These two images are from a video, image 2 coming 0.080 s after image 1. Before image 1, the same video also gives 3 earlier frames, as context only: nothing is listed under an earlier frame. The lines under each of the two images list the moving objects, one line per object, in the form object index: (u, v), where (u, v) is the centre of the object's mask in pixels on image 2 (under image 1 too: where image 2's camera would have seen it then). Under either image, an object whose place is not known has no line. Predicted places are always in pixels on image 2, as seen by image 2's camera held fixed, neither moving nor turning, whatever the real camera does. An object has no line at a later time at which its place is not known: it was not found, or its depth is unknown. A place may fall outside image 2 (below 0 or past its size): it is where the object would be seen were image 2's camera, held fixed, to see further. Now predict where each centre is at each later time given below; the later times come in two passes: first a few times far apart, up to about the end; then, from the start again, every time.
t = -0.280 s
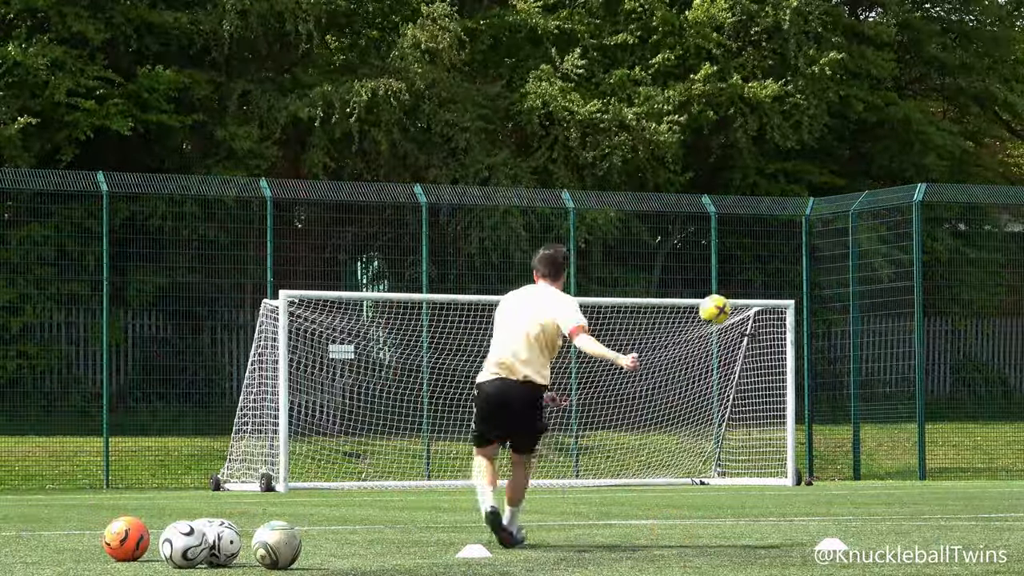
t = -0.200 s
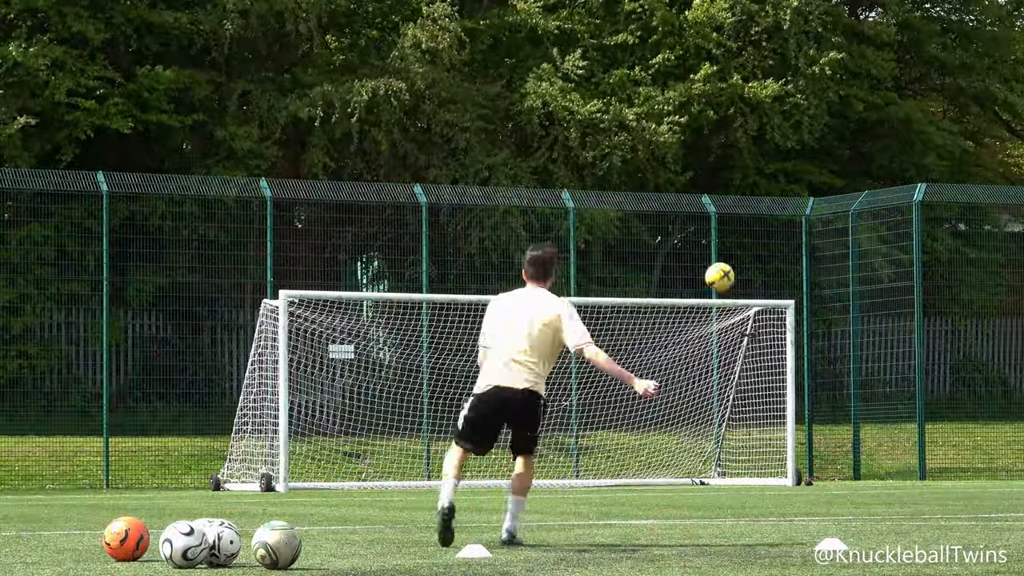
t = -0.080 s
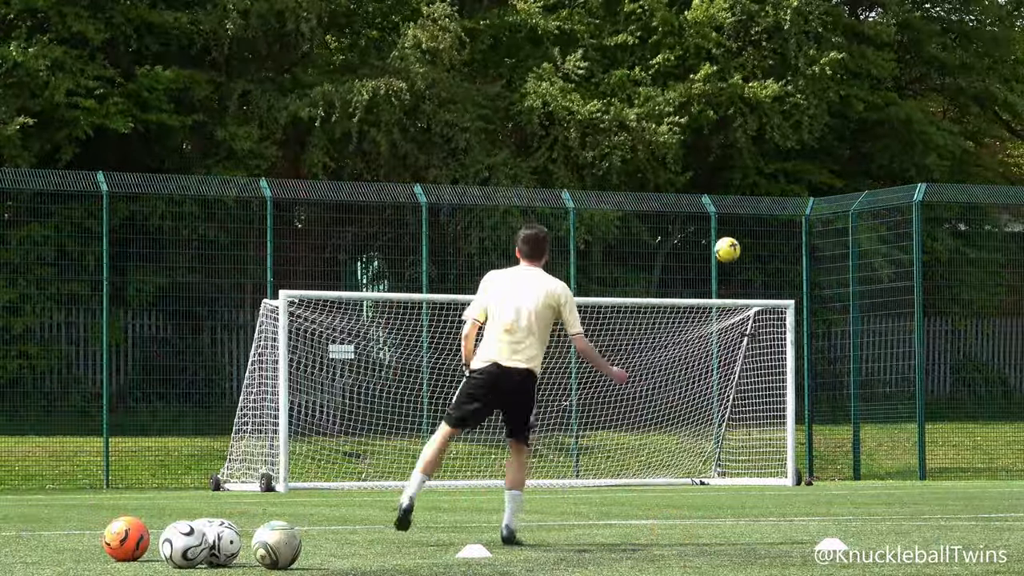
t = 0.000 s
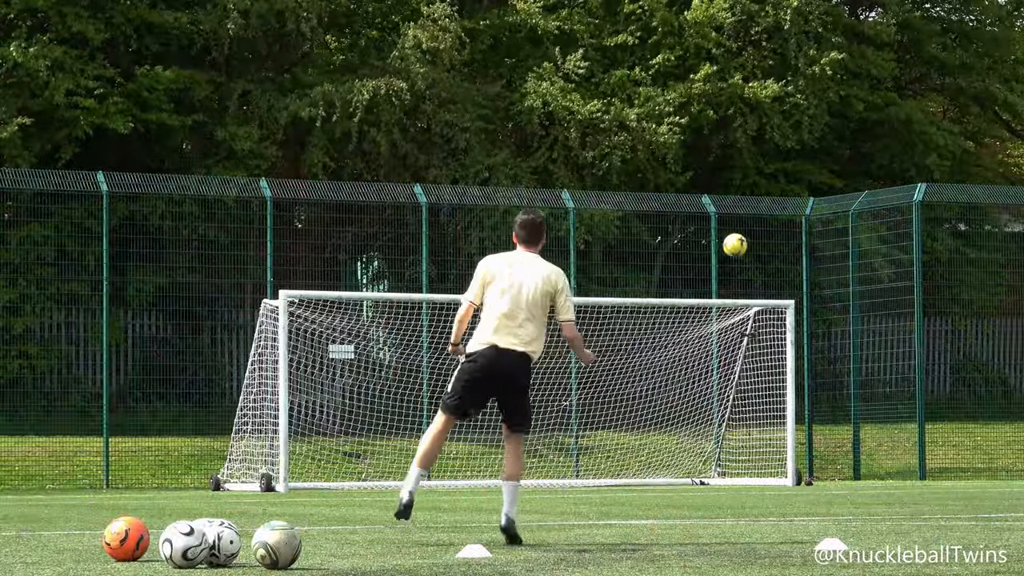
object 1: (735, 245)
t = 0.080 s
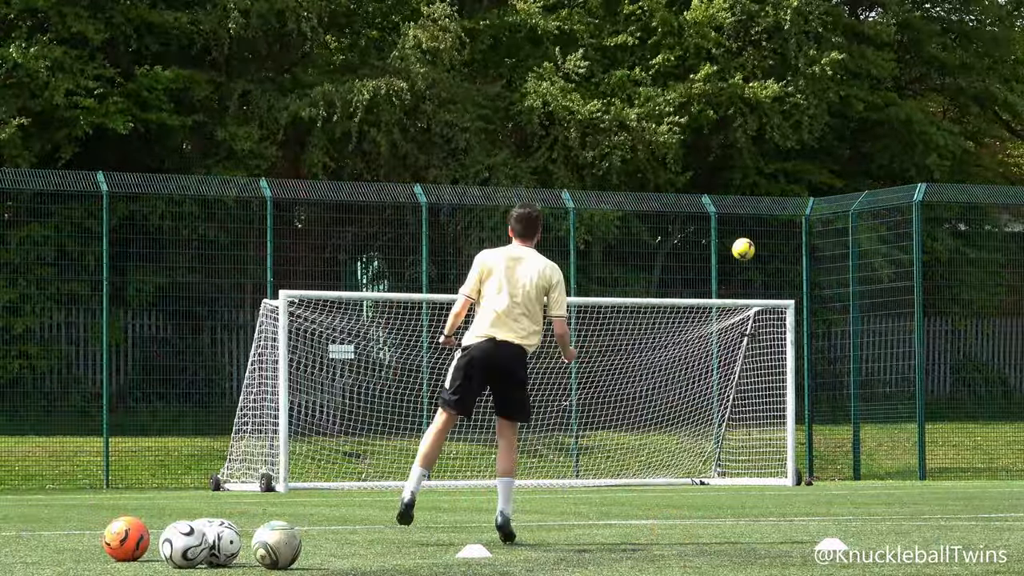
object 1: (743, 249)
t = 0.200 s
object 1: (755, 268)
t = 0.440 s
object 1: (776, 337)
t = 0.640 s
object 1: (766, 409)
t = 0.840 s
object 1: (644, 472)
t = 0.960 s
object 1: (593, 457)
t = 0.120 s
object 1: (747, 253)
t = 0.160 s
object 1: (751, 260)
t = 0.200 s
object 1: (755, 268)
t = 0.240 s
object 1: (758, 277)
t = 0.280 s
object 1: (762, 287)
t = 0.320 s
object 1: (766, 297)
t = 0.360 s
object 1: (770, 311)
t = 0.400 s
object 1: (773, 323)
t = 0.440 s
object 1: (776, 337)
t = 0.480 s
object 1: (779, 352)
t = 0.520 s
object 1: (783, 368)
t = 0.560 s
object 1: (785, 384)
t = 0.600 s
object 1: (788, 401)
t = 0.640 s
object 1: (766, 409)
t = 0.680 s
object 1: (742, 419)
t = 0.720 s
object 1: (718, 429)
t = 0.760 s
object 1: (694, 442)
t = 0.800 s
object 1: (668, 455)
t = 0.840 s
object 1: (644, 472)
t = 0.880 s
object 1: (622, 480)
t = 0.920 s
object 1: (607, 467)
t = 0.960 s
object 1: (593, 457)
